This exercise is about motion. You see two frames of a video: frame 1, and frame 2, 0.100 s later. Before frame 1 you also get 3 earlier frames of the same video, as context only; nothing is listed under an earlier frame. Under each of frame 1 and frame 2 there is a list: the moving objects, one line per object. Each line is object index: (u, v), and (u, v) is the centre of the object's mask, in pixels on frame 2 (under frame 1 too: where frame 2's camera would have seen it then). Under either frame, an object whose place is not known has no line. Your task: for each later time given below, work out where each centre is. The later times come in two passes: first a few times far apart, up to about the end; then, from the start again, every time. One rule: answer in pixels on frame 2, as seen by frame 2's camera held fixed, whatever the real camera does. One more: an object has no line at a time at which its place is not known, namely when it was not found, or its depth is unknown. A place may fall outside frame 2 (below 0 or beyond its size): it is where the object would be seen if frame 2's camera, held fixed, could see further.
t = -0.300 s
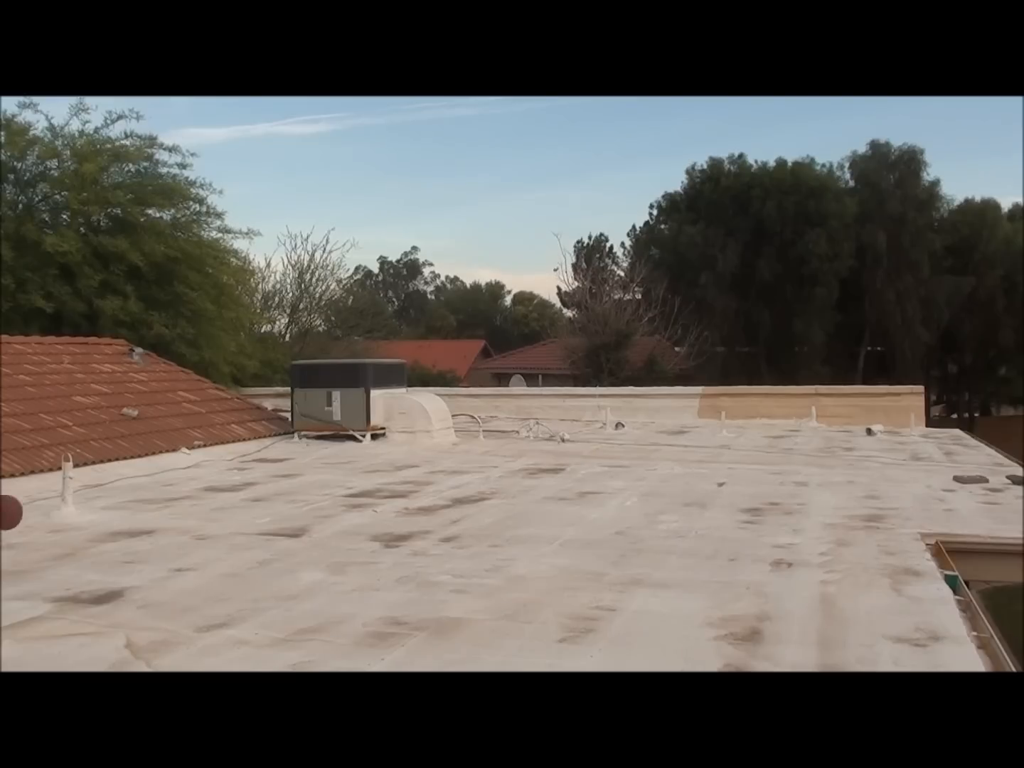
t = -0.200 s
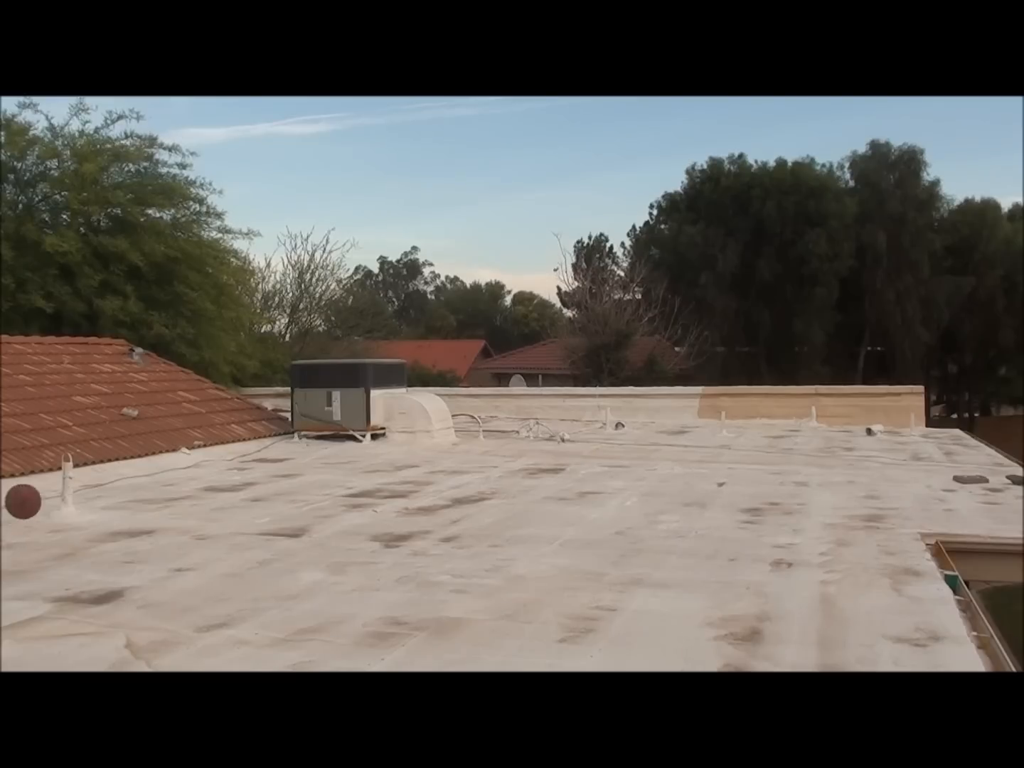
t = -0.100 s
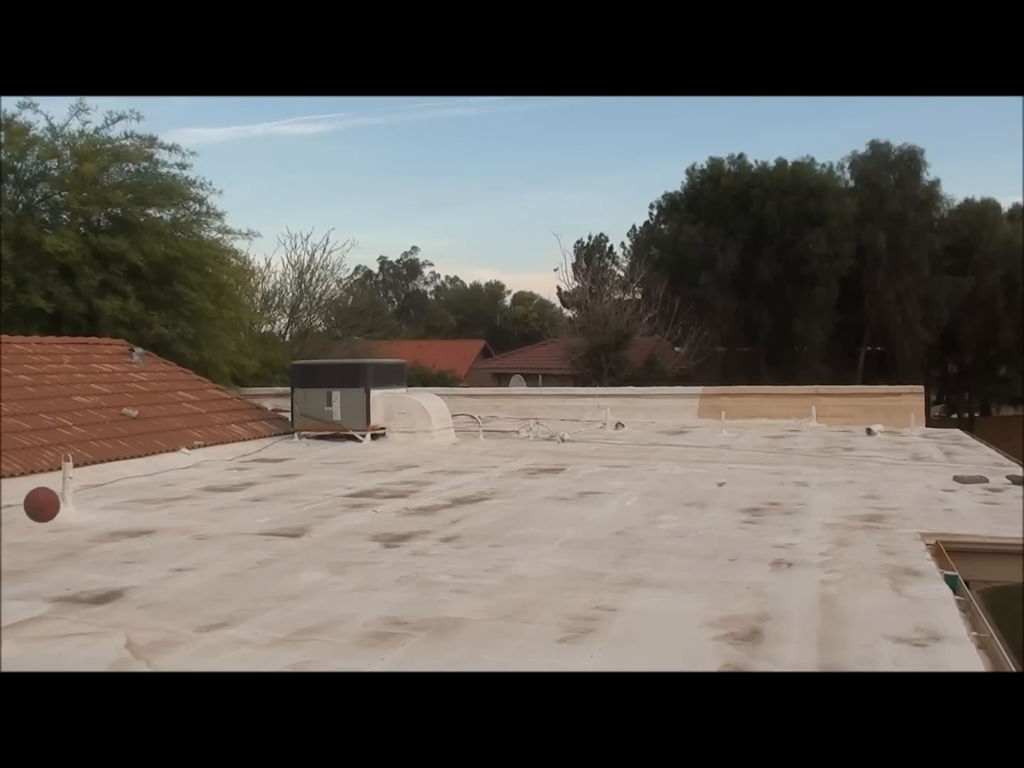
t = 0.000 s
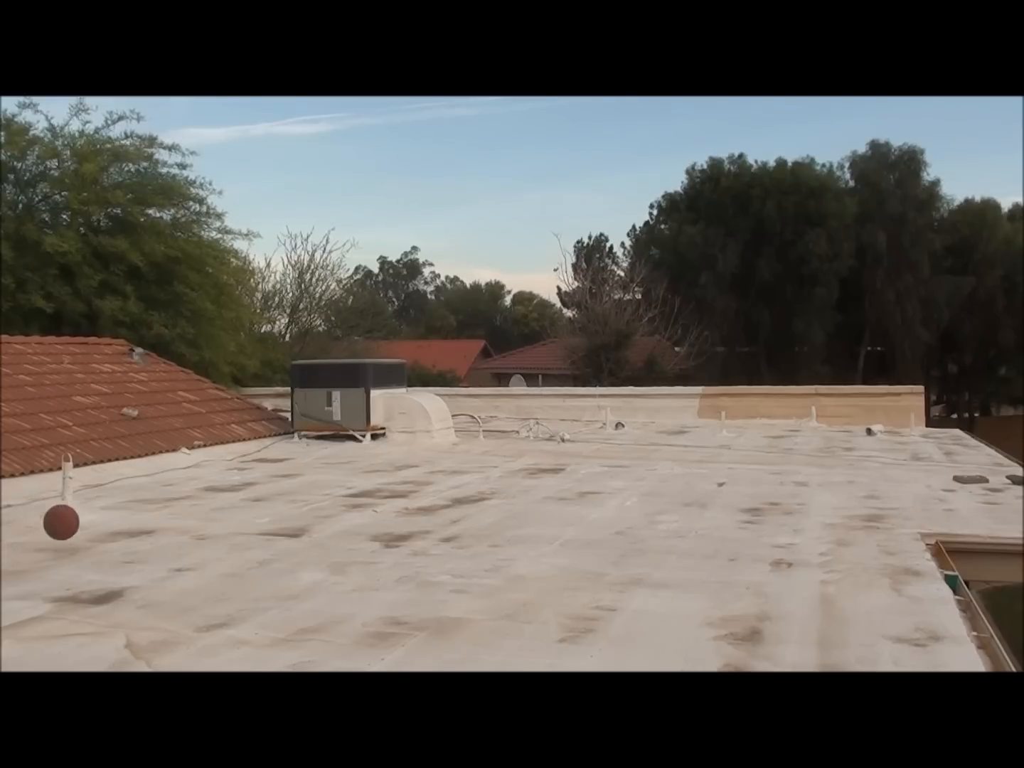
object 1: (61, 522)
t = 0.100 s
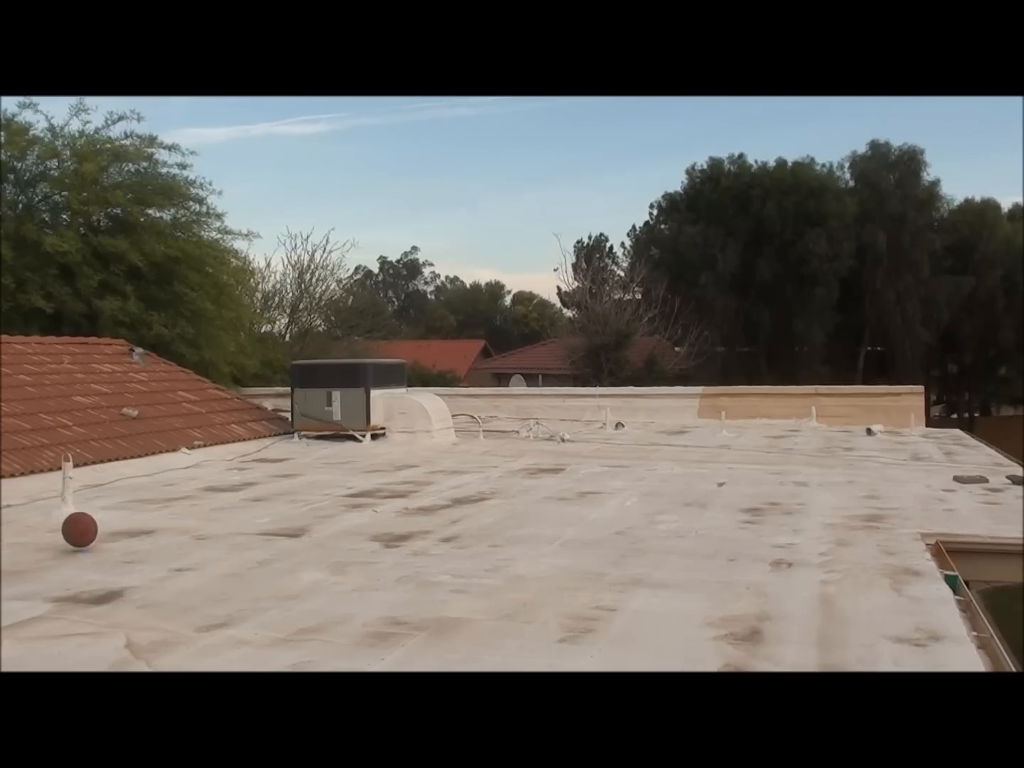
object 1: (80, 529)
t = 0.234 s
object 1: (102, 523)
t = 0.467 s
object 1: (138, 526)
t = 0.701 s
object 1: (173, 532)
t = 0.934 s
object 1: (208, 532)
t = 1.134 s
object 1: (238, 533)
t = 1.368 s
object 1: (272, 530)
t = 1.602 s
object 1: (305, 531)
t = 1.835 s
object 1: (339, 531)
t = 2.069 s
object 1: (372, 530)
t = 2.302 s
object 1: (406, 530)
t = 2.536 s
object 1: (439, 530)
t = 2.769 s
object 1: (473, 530)
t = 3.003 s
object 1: (505, 529)
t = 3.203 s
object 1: (531, 529)
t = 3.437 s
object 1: (564, 531)
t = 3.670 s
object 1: (597, 531)
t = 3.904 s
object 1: (631, 532)
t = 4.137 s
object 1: (664, 533)
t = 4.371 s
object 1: (699, 536)
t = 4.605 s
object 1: (735, 537)
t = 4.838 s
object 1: (770, 539)
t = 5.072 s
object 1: (805, 540)
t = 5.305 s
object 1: (843, 544)
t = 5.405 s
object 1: (860, 545)
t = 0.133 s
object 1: (85, 526)
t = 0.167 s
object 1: (91, 523)
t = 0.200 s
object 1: (96, 523)
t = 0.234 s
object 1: (102, 523)
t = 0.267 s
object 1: (108, 526)
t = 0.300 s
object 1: (114, 530)
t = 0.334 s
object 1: (120, 534)
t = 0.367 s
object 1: (124, 530)
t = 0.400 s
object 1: (129, 527)
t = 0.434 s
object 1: (133, 525)
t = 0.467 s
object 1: (138, 526)
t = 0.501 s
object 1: (143, 527)
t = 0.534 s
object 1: (148, 531)
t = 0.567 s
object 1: (152, 533)
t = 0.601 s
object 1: (157, 531)
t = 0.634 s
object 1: (162, 530)
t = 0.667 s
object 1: (168, 530)
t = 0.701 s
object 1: (173, 532)
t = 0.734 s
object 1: (178, 532)
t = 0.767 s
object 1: (183, 531)
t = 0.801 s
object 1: (188, 532)
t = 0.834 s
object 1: (193, 532)
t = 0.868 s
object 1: (198, 532)
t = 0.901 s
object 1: (203, 532)
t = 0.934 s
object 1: (208, 532)
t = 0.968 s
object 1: (213, 532)
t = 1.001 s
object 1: (218, 532)
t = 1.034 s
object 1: (223, 533)
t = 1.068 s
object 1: (228, 533)
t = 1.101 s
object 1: (233, 533)
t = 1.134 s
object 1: (238, 533)
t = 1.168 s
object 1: (244, 532)
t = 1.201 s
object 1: (248, 532)
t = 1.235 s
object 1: (253, 531)
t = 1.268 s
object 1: (258, 531)
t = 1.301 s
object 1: (263, 531)
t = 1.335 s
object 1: (268, 530)
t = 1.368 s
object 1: (272, 530)
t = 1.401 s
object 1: (277, 530)
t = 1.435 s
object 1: (282, 530)
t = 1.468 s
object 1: (286, 530)
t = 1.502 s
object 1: (291, 530)
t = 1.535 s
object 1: (296, 530)
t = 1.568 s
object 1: (301, 531)
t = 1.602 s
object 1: (305, 531)
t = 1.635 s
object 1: (310, 531)
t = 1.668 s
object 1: (315, 531)
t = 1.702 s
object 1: (320, 531)
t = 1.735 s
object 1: (325, 531)
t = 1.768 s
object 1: (330, 531)
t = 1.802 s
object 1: (334, 531)
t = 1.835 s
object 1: (339, 531)
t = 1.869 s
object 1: (344, 530)
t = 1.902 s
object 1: (349, 530)
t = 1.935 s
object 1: (353, 530)
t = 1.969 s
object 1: (358, 530)
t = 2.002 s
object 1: (362, 530)
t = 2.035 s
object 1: (367, 530)
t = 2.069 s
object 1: (372, 530)
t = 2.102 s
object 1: (377, 531)
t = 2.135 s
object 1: (382, 531)
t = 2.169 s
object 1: (387, 531)
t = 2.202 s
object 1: (392, 531)
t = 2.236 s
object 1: (396, 530)
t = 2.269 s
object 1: (401, 530)
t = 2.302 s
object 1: (406, 530)
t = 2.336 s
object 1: (411, 530)
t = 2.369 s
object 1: (415, 530)
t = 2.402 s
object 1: (420, 530)
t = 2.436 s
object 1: (425, 530)
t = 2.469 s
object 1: (430, 530)
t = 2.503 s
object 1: (434, 530)
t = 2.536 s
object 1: (439, 530)
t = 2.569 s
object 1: (444, 530)
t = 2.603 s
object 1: (449, 530)
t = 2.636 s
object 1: (453, 530)
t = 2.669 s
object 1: (458, 531)
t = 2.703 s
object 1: (463, 530)
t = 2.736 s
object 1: (468, 530)
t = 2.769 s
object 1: (473, 530)
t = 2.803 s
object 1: (477, 530)
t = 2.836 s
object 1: (482, 530)
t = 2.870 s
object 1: (486, 530)
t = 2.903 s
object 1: (491, 530)
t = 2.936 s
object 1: (496, 530)
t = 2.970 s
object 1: (501, 530)
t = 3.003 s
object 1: (505, 529)
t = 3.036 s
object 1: (510, 529)
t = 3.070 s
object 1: (514, 528)
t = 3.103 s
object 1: (518, 528)
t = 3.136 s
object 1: (523, 528)
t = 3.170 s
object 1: (527, 528)
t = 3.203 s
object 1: (531, 529)
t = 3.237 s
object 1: (536, 529)
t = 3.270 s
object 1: (540, 529)
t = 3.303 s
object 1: (545, 530)
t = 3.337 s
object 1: (549, 530)
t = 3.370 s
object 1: (554, 531)
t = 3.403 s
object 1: (559, 532)
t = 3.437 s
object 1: (564, 531)
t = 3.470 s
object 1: (568, 532)
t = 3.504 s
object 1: (573, 532)
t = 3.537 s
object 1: (578, 532)
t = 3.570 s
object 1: (583, 532)
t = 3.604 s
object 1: (587, 532)
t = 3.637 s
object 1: (592, 531)
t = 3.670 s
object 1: (597, 531)
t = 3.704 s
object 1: (602, 531)
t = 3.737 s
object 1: (607, 532)
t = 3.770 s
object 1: (612, 532)
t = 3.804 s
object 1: (617, 532)
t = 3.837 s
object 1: (621, 532)
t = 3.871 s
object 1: (626, 532)
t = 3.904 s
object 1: (631, 532)
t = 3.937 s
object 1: (636, 532)
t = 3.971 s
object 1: (641, 532)
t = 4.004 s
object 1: (645, 532)
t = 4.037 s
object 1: (650, 533)
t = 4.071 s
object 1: (655, 533)
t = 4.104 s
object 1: (660, 533)
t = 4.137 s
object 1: (664, 533)
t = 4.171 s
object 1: (669, 534)
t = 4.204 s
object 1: (674, 534)
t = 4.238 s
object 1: (679, 534)
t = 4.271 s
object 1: (684, 535)
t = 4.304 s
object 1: (689, 535)
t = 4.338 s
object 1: (694, 535)
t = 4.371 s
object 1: (699, 536)
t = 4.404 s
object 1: (704, 536)
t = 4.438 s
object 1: (709, 536)
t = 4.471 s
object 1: (715, 537)
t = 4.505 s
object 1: (720, 537)
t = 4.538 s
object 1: (725, 536)
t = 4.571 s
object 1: (730, 537)
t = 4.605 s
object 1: (735, 537)
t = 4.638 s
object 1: (740, 537)
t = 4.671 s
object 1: (745, 537)
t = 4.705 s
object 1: (750, 537)
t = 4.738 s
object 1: (755, 538)
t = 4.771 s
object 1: (760, 538)
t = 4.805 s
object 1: (765, 538)
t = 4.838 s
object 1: (770, 539)
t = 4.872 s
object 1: (775, 539)
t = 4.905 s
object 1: (780, 539)
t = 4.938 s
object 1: (786, 539)
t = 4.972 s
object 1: (791, 539)
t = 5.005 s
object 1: (796, 539)
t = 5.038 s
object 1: (801, 539)
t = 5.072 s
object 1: (805, 540)
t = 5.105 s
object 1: (811, 540)
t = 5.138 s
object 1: (816, 541)
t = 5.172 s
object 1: (821, 542)
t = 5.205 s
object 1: (827, 542)
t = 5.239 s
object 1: (832, 543)
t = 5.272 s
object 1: (838, 543)
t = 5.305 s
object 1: (843, 544)
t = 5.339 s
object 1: (848, 544)
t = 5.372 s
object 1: (854, 545)
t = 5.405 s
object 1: (860, 545)
